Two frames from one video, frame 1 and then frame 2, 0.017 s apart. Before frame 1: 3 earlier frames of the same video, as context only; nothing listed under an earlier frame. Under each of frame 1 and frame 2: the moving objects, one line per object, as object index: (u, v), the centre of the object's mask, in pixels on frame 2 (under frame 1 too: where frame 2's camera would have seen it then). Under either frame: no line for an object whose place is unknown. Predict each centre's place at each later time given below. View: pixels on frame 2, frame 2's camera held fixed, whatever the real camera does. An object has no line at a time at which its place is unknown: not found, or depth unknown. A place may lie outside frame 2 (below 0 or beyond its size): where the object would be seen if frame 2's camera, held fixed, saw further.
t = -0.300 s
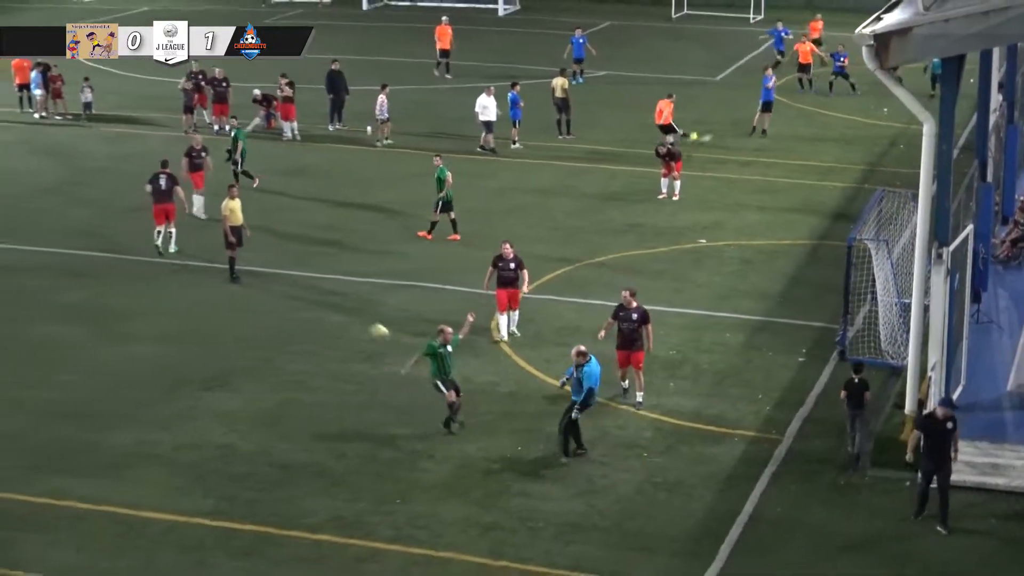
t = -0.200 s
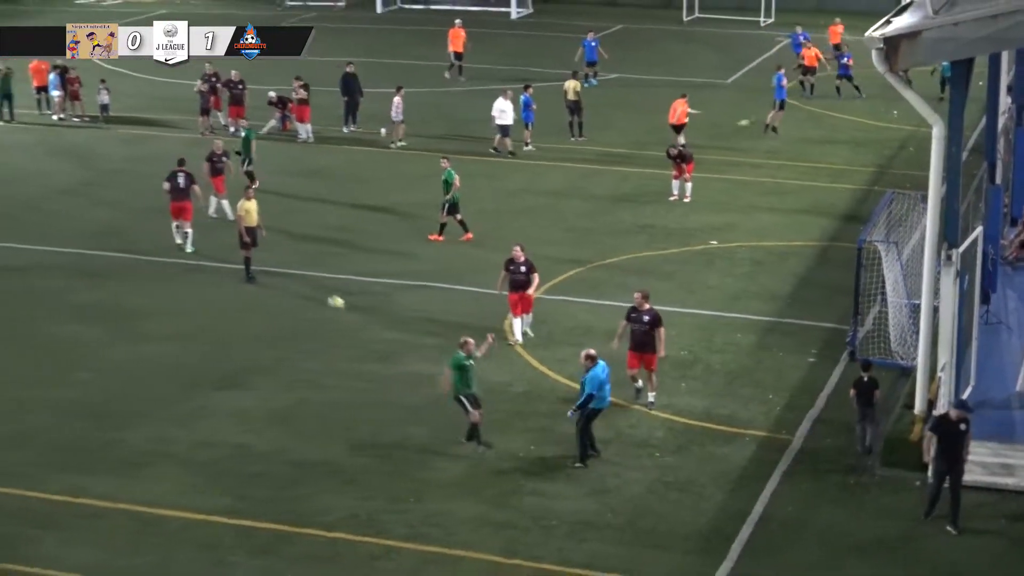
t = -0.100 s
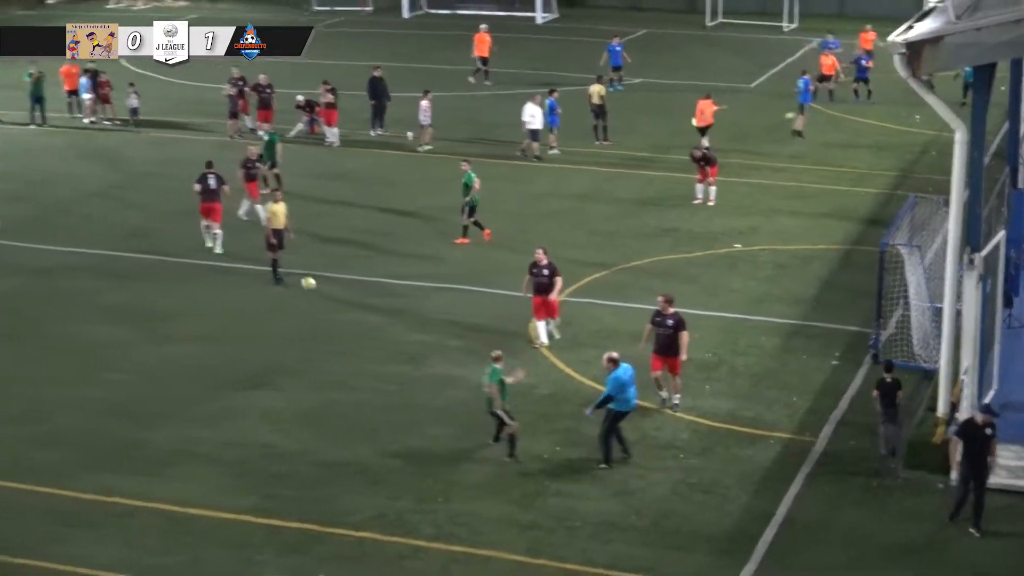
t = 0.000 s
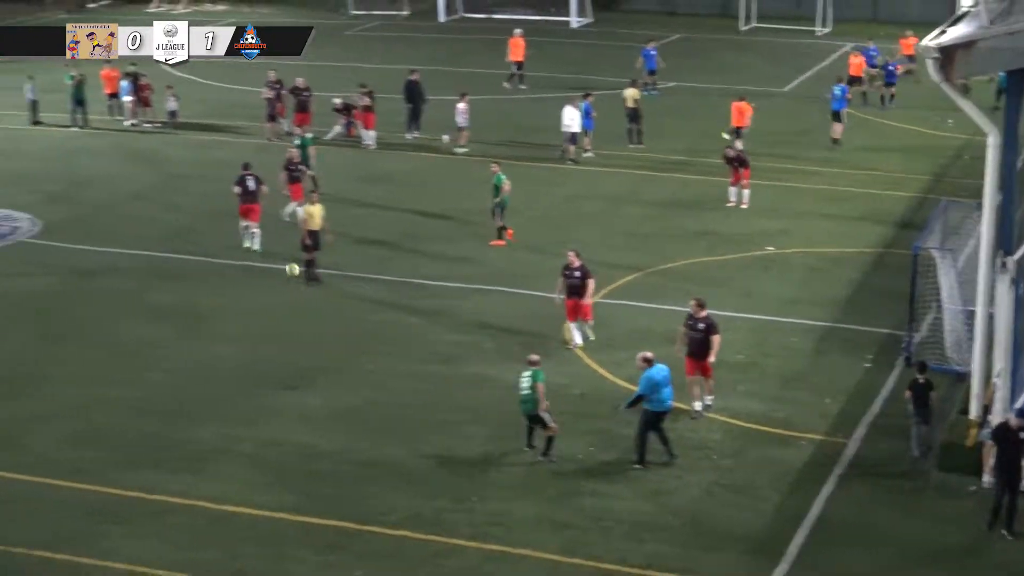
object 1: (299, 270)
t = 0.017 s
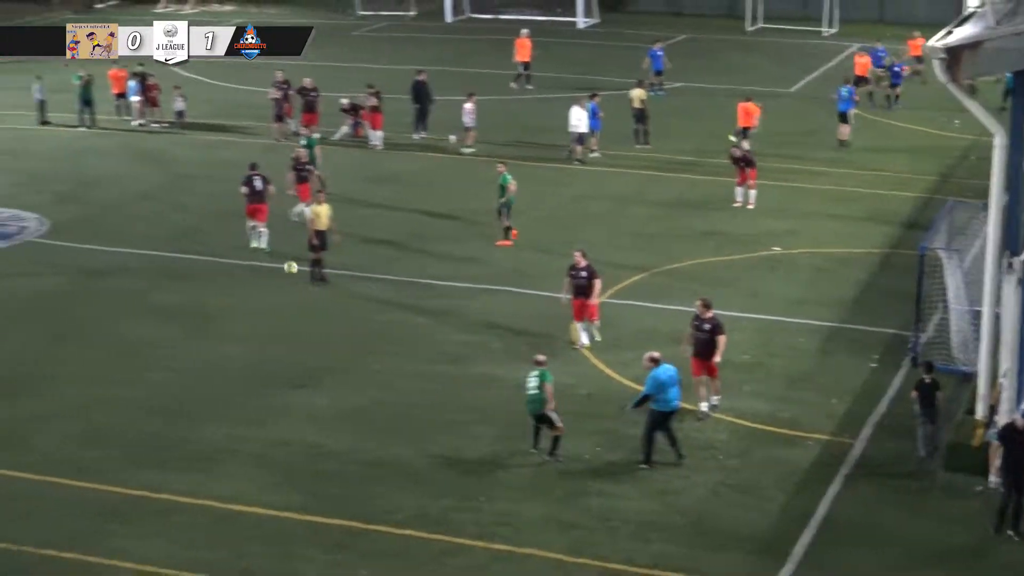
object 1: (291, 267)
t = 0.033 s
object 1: (283, 265)
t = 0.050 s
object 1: (275, 264)
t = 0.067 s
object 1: (268, 263)
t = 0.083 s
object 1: (260, 262)
